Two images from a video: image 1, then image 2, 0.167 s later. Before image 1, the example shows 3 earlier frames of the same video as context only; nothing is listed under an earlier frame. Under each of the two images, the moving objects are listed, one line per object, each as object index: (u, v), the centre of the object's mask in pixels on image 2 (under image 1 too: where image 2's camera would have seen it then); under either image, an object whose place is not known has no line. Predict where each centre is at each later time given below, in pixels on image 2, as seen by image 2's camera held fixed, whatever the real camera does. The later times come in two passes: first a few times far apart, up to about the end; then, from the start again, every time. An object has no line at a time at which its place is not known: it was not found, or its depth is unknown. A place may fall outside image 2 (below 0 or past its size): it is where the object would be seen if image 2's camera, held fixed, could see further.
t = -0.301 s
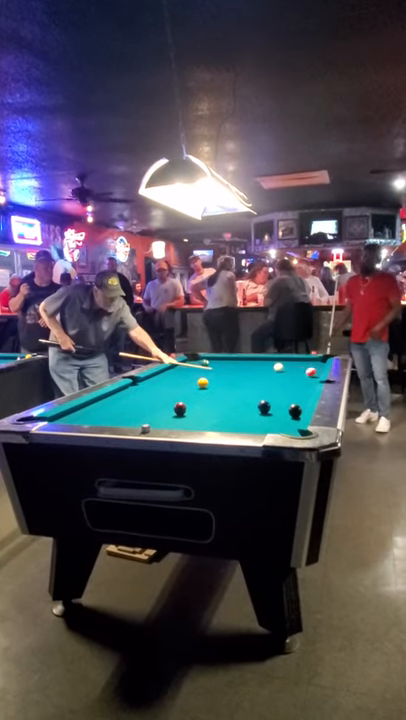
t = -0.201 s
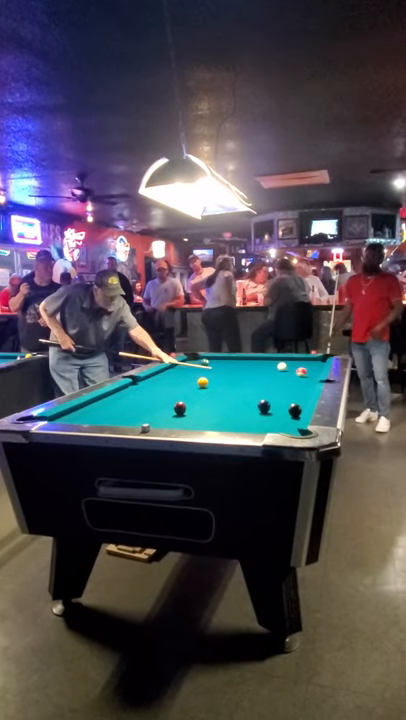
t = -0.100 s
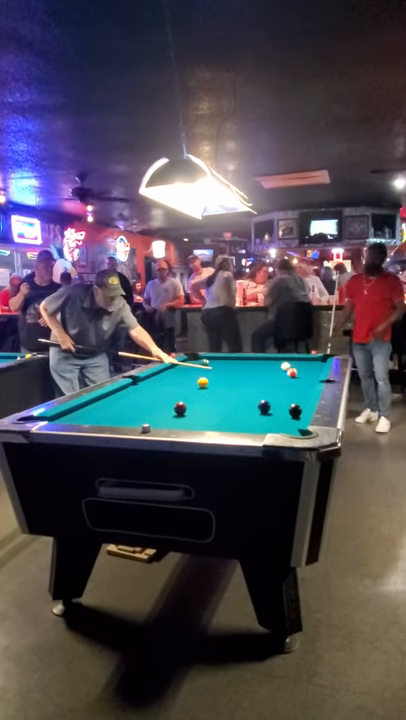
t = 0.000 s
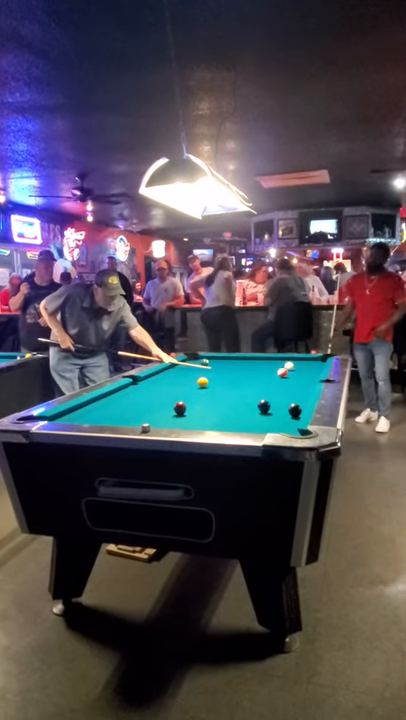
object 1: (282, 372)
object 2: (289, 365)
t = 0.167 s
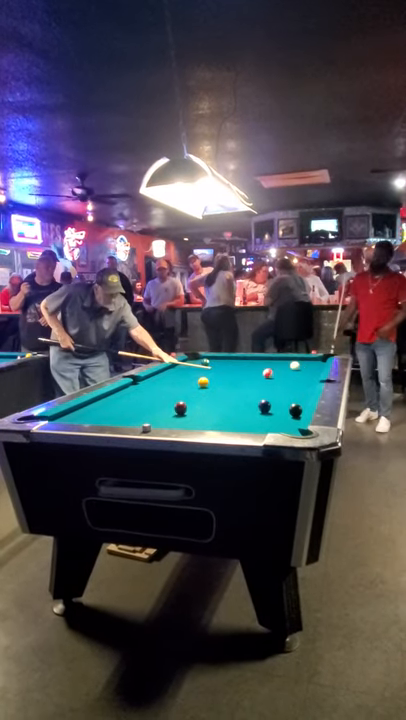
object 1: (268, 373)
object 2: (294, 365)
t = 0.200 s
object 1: (265, 373)
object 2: (295, 365)
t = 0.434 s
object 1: (245, 374)
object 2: (302, 365)
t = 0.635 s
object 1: (228, 375)
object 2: (307, 365)
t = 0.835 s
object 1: (213, 375)
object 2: (311, 364)
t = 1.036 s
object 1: (197, 375)
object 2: (315, 364)
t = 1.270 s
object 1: (181, 376)
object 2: (318, 364)
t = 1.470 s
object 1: (168, 377)
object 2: (320, 363)
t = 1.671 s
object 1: (156, 378)
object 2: (319, 364)
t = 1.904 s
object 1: (143, 378)
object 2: (318, 364)
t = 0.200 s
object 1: (265, 373)
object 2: (295, 365)
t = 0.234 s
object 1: (262, 373)
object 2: (296, 365)
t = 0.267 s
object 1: (259, 373)
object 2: (298, 365)
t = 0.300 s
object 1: (256, 373)
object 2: (298, 365)
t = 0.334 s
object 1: (253, 374)
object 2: (299, 365)
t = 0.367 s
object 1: (250, 374)
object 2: (300, 365)
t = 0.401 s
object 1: (248, 374)
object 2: (301, 365)
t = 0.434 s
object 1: (245, 374)
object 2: (302, 365)
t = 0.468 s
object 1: (242, 374)
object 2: (303, 365)
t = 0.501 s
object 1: (239, 374)
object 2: (304, 365)
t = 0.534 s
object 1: (236, 374)
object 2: (305, 365)
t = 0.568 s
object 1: (234, 374)
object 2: (305, 365)
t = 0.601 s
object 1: (231, 374)
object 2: (306, 365)
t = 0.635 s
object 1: (228, 375)
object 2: (307, 365)
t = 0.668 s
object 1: (226, 375)
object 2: (308, 365)
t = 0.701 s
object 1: (223, 375)
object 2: (309, 365)
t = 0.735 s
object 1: (220, 375)
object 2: (309, 364)
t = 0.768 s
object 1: (218, 375)
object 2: (310, 364)
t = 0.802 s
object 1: (216, 375)
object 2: (310, 364)
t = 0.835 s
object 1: (213, 375)
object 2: (311, 364)
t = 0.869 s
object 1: (210, 375)
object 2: (312, 364)
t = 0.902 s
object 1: (208, 375)
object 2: (313, 364)
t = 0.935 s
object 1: (205, 374)
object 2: (313, 364)
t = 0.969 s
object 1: (203, 374)
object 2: (313, 364)
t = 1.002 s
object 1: (200, 375)
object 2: (314, 364)
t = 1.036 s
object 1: (197, 375)
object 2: (315, 364)
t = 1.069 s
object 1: (195, 376)
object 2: (315, 364)
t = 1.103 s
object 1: (193, 376)
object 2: (316, 364)
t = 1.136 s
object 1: (191, 376)
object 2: (316, 364)
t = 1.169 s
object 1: (189, 376)
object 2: (317, 364)
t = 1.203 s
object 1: (186, 376)
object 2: (318, 364)
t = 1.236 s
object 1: (184, 376)
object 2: (318, 364)
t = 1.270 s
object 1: (181, 376)
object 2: (318, 364)
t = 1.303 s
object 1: (179, 376)
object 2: (319, 363)
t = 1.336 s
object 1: (177, 377)
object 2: (319, 363)
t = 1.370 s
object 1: (175, 377)
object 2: (319, 363)
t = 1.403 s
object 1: (172, 377)
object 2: (320, 363)
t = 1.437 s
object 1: (170, 377)
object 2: (320, 363)
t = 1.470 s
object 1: (168, 377)
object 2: (320, 363)
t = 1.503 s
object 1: (166, 377)
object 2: (320, 363)
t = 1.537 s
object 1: (164, 377)
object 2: (319, 363)
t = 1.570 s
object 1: (162, 378)
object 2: (319, 363)
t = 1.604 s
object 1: (160, 378)
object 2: (319, 363)
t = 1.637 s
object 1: (158, 378)
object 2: (319, 363)
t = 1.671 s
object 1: (156, 378)
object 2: (319, 364)
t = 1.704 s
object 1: (154, 378)
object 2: (319, 364)
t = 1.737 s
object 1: (152, 378)
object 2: (319, 363)
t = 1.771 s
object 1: (150, 378)
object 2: (319, 363)
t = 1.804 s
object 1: (148, 378)
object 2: (319, 363)
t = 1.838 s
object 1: (146, 378)
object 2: (318, 364)
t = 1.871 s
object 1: (145, 378)
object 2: (318, 363)
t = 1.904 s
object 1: (143, 378)
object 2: (318, 364)
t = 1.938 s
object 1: (141, 378)
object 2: (319, 363)
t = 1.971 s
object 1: (139, 378)
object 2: (319, 363)
